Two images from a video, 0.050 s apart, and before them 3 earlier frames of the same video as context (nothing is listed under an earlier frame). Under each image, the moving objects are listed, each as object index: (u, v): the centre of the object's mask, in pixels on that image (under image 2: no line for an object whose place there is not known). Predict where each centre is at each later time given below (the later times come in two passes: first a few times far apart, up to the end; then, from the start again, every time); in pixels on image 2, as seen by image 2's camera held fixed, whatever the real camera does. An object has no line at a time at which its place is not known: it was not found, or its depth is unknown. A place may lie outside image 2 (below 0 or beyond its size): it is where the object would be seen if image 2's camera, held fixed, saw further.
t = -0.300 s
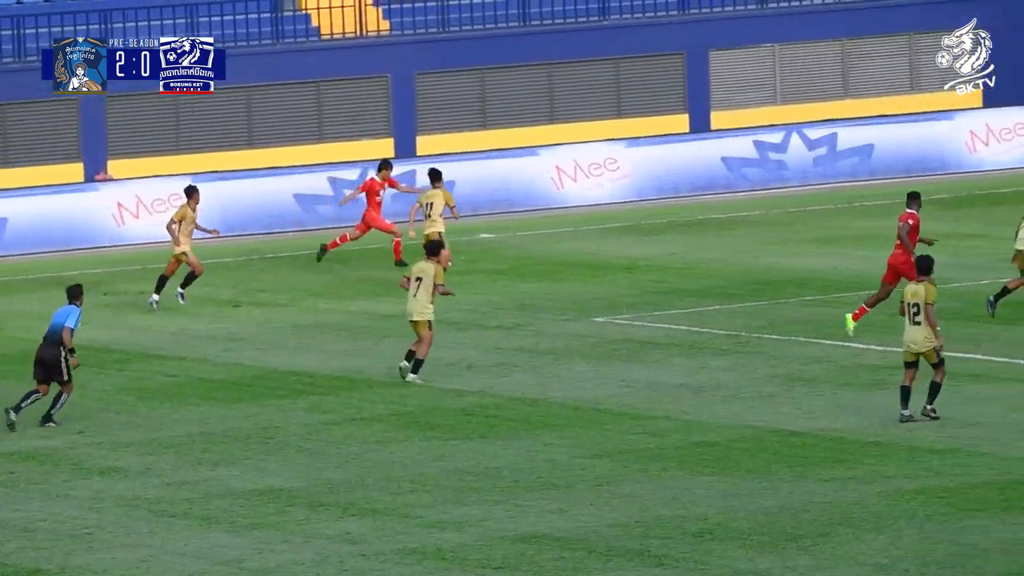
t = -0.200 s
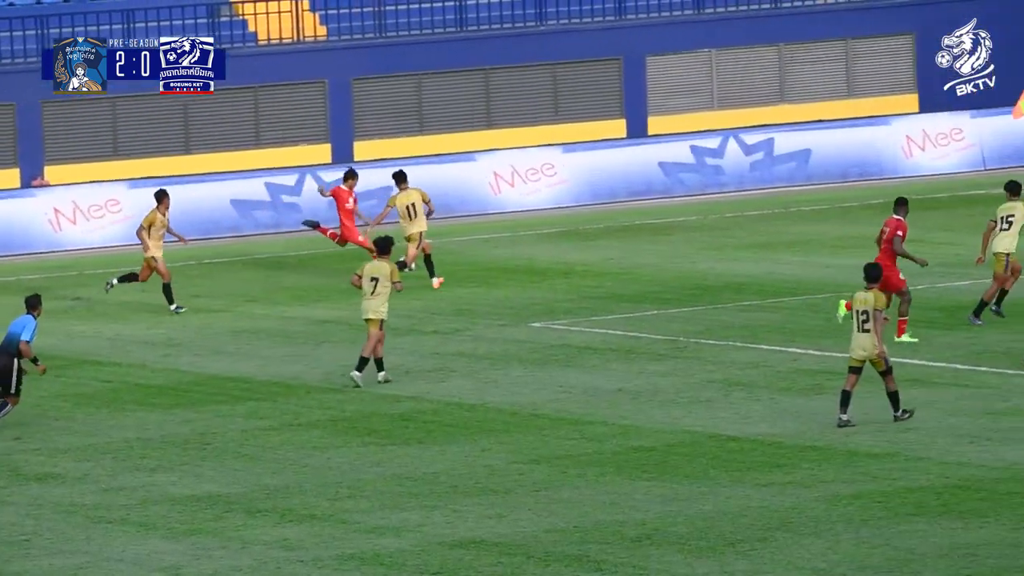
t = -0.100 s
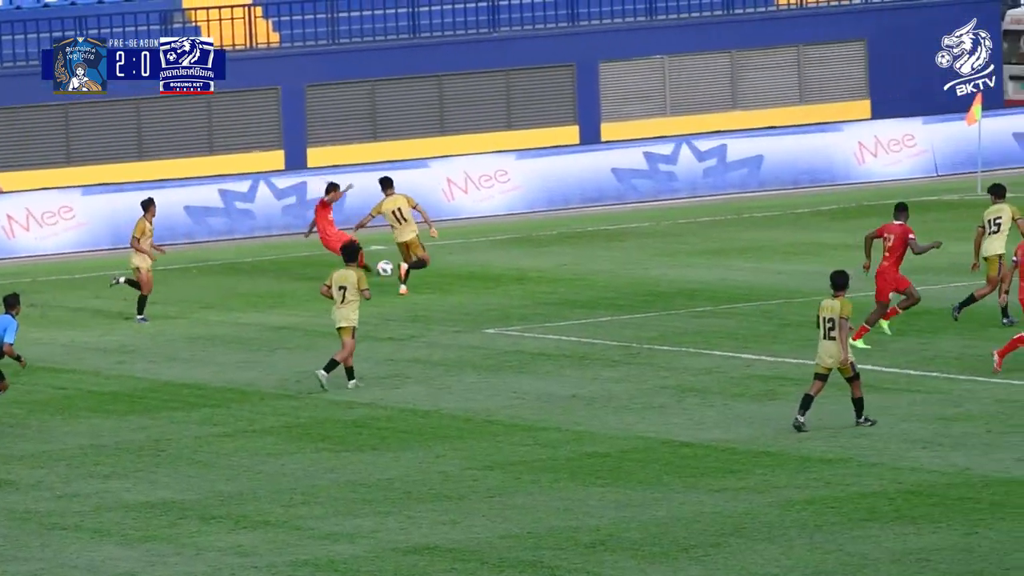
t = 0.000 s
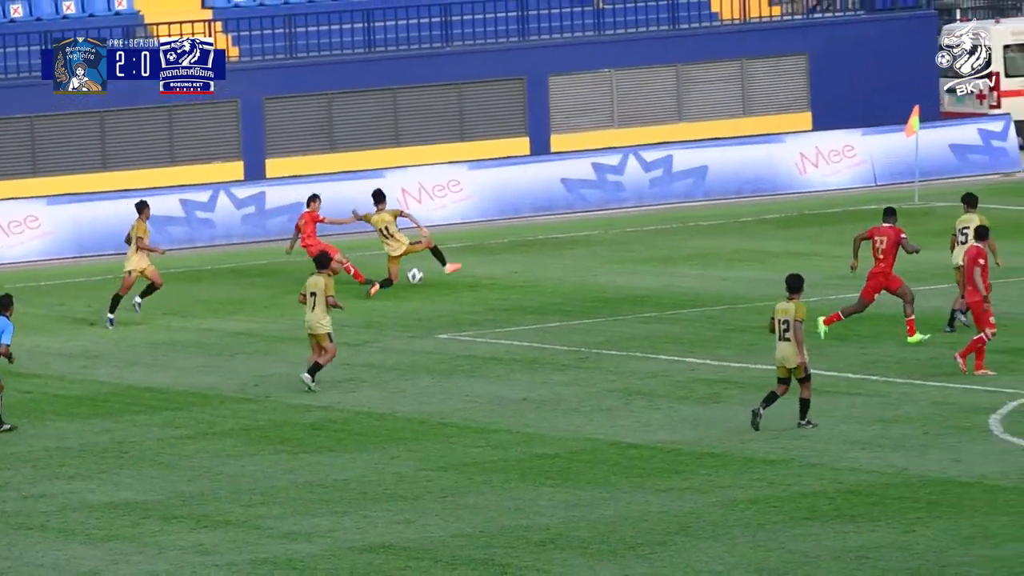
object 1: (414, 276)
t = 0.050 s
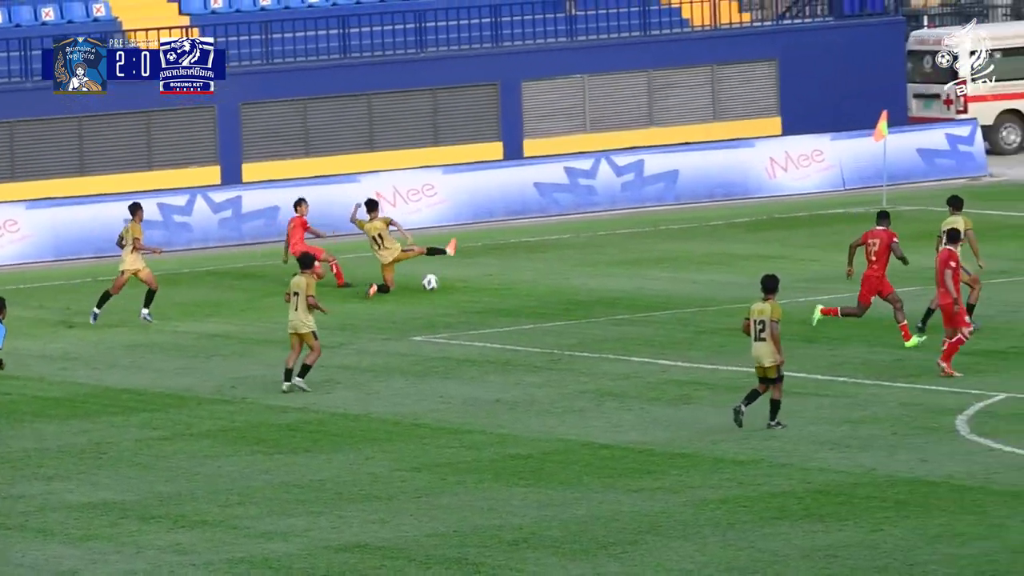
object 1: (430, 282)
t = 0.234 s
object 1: (568, 299)
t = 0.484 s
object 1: (723, 314)
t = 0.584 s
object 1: (777, 321)
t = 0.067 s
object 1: (443, 284)
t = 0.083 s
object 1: (457, 286)
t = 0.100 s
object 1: (470, 288)
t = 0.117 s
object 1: (483, 290)
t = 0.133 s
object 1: (496, 292)
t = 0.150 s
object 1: (509, 295)
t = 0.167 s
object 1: (521, 295)
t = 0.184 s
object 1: (533, 296)
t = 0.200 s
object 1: (545, 297)
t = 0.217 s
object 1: (556, 298)
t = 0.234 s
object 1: (568, 299)
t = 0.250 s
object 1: (580, 299)
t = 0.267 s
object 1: (591, 301)
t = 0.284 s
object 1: (603, 302)
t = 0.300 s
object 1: (614, 304)
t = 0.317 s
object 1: (624, 305)
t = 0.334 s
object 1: (635, 306)
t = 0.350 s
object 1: (645, 306)
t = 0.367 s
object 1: (654, 307)
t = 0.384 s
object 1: (665, 307)
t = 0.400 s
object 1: (674, 307)
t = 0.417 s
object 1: (685, 308)
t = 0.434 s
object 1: (694, 309)
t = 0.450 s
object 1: (704, 311)
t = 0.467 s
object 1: (714, 312)
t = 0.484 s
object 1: (723, 314)
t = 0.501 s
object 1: (733, 316)
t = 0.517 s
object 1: (742, 318)
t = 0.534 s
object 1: (751, 319)
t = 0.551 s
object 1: (760, 320)
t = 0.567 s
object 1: (768, 321)
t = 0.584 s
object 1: (777, 321)
